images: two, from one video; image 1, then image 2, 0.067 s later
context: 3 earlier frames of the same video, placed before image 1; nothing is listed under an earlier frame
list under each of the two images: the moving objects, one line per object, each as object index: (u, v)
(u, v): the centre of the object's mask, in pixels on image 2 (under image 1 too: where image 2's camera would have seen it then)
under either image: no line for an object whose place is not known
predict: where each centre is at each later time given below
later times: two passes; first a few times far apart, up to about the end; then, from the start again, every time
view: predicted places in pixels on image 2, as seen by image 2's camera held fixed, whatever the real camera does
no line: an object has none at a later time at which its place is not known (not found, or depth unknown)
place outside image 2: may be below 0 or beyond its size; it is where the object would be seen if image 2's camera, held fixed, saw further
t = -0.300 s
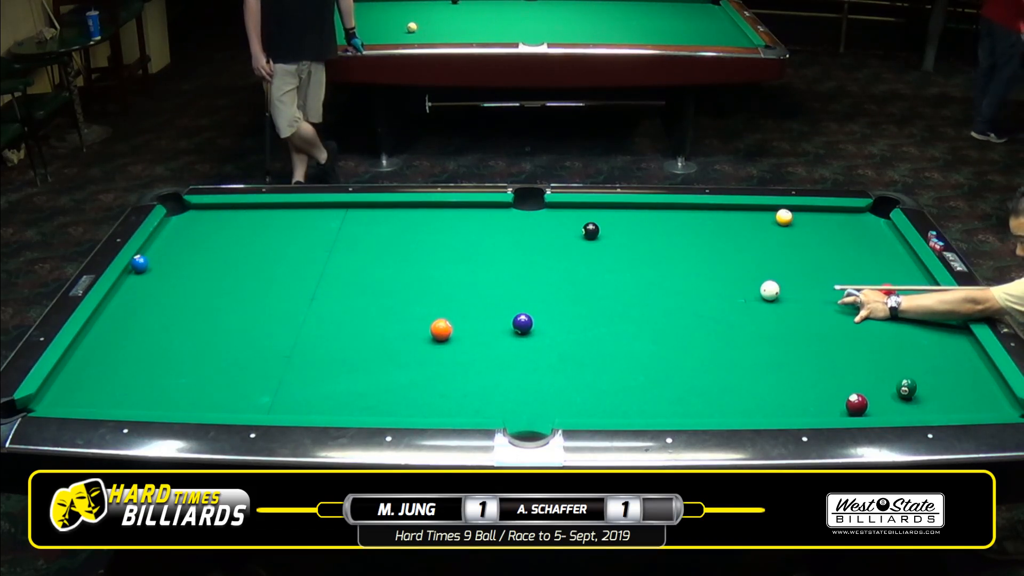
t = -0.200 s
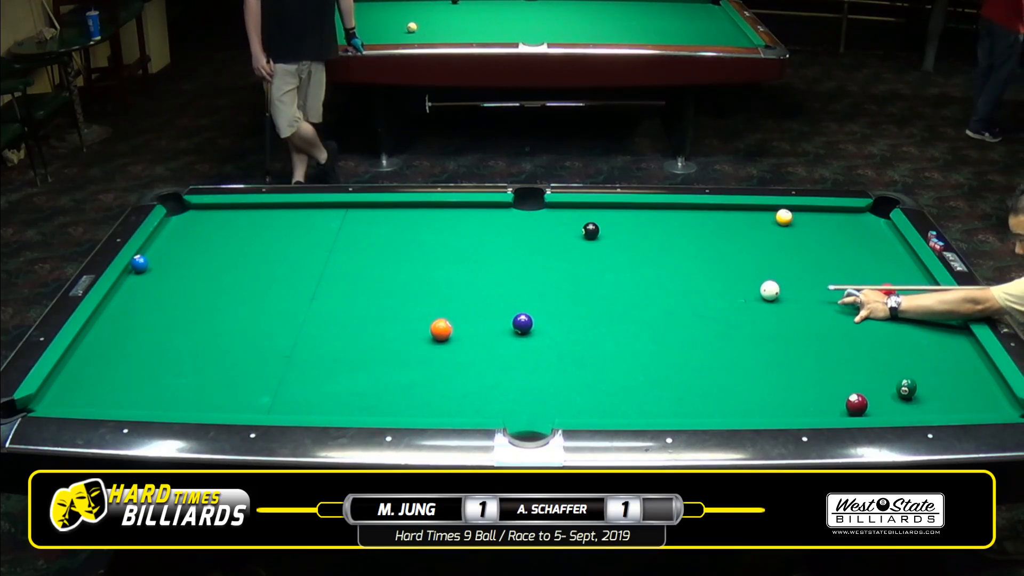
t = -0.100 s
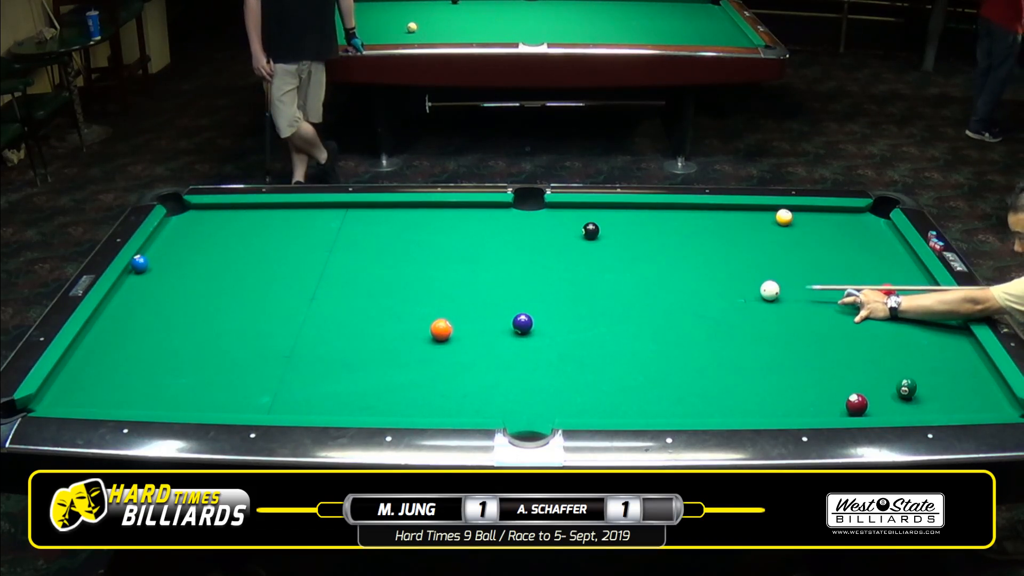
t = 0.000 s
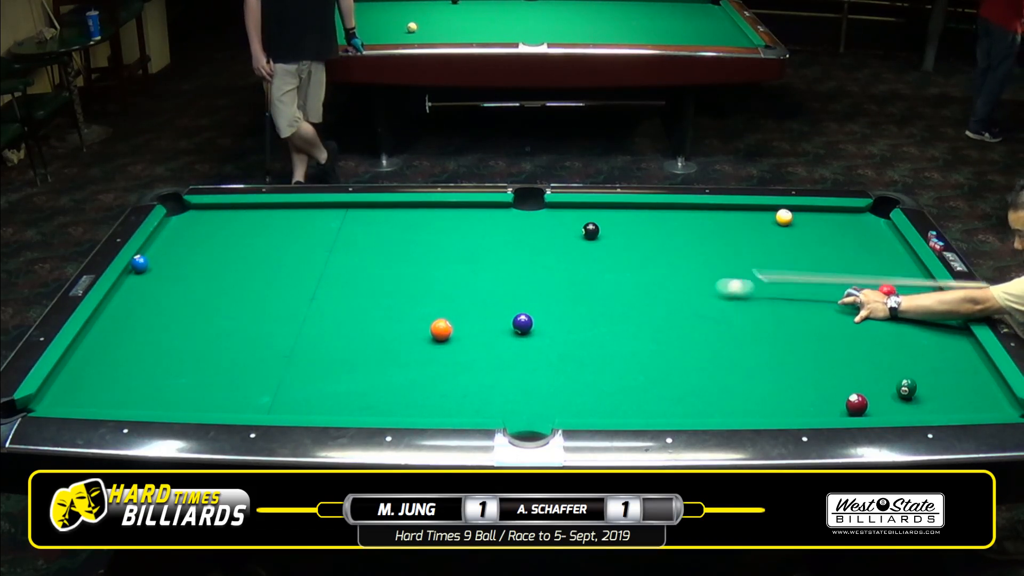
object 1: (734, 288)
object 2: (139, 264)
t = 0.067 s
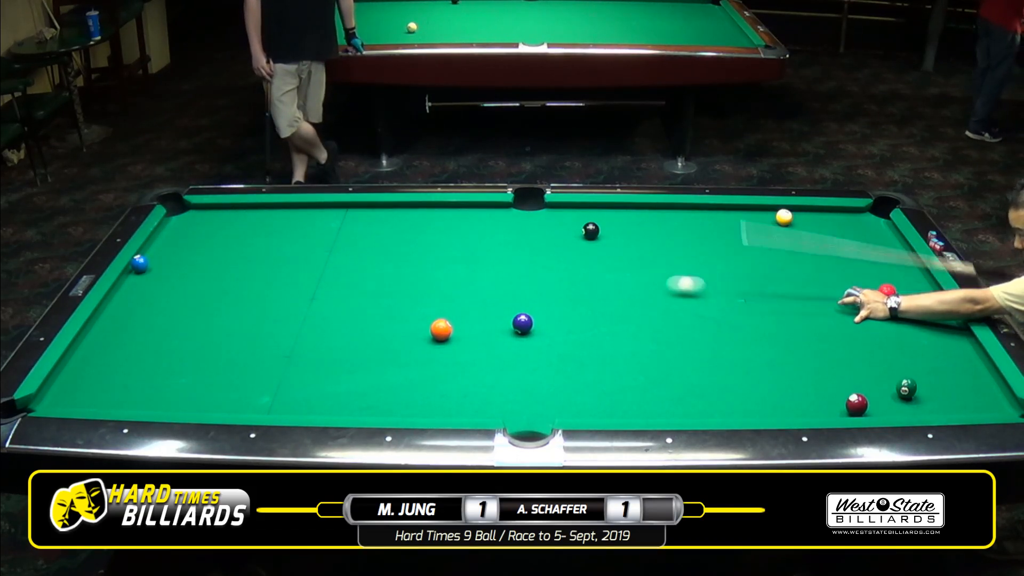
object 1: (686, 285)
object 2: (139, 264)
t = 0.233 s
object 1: (563, 279)
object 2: (139, 264)
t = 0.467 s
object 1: (398, 270)
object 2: (139, 264)
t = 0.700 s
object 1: (244, 262)
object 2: (139, 264)
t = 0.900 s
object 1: (148, 251)
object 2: (135, 268)
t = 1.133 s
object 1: (216, 233)
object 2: (150, 277)
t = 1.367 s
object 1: (274, 217)
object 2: (165, 287)
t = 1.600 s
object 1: (326, 208)
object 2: (180, 296)
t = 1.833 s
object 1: (366, 216)
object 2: (194, 305)
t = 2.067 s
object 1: (407, 225)
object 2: (208, 314)
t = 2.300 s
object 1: (448, 234)
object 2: (221, 323)
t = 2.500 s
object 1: (484, 242)
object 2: (233, 331)
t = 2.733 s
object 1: (525, 251)
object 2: (246, 339)
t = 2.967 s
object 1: (567, 261)
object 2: (258, 347)
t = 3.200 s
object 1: (608, 270)
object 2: (269, 354)
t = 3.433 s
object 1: (649, 280)
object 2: (279, 361)
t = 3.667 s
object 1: (690, 289)
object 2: (289, 368)
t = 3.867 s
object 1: (723, 296)
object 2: (297, 374)
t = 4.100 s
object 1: (762, 305)
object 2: (304, 380)
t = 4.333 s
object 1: (799, 314)
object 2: (311, 386)
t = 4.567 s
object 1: (836, 322)
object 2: (317, 390)
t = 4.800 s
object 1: (870, 330)
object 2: (322, 394)
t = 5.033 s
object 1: (903, 338)
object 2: (326, 398)
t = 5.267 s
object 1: (934, 345)
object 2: (328, 401)
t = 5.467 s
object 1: (959, 351)
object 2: (330, 402)
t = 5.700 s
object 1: (978, 358)
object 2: (331, 404)
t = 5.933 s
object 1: (966, 362)
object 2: (332, 404)
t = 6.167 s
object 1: (956, 366)
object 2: (332, 404)
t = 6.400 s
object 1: (947, 369)
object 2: (332, 404)
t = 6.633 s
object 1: (938, 372)
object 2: (332, 404)
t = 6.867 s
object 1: (930, 375)
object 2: (332, 404)
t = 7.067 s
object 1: (925, 377)
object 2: (332, 404)
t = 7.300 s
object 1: (921, 378)
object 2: (332, 404)
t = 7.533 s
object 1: (919, 379)
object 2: (332, 404)
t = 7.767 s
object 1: (919, 379)
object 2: (332, 404)
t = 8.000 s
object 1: (918, 379)
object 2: (332, 404)
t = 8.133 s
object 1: (919, 379)
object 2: (332, 404)
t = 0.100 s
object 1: (661, 284)
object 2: (139, 264)
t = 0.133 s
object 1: (636, 282)
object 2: (139, 264)
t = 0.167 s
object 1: (612, 281)
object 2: (139, 264)
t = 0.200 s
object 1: (588, 280)
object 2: (139, 264)
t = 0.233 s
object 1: (563, 279)
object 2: (139, 264)
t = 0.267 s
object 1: (540, 277)
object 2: (139, 264)
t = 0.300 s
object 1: (515, 276)
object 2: (139, 264)
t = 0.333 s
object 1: (492, 275)
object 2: (139, 264)
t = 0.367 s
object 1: (468, 274)
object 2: (139, 264)
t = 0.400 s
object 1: (445, 272)
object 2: (139, 264)
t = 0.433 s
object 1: (421, 271)
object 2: (139, 264)
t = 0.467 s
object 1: (398, 270)
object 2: (139, 264)
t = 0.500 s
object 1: (375, 269)
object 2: (139, 264)
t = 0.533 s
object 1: (353, 268)
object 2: (139, 264)
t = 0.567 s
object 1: (330, 267)
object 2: (139, 264)
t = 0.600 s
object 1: (308, 265)
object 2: (139, 264)
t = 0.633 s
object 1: (287, 264)
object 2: (139, 264)
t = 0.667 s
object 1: (265, 263)
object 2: (139, 264)
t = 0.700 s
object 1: (244, 262)
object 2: (139, 264)
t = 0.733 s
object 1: (223, 261)
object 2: (139, 264)
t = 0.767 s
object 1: (203, 260)
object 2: (139, 264)
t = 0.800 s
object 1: (184, 259)
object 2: (139, 264)
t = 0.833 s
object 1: (164, 258)
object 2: (139, 264)
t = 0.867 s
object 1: (150, 255)
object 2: (135, 266)
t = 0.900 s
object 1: (148, 251)
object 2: (135, 268)
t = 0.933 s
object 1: (159, 248)
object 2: (137, 269)
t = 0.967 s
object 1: (171, 245)
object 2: (140, 271)
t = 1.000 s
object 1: (181, 243)
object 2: (142, 272)
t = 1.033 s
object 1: (190, 240)
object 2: (144, 274)
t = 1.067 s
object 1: (199, 238)
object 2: (146, 275)
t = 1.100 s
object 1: (208, 235)
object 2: (148, 276)
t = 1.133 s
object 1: (216, 233)
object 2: (150, 277)
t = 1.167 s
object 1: (225, 231)
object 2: (152, 278)
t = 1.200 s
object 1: (233, 228)
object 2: (154, 280)
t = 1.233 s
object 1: (242, 226)
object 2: (156, 281)
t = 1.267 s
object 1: (250, 224)
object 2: (159, 283)
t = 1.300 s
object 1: (258, 222)
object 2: (161, 284)
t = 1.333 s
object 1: (267, 219)
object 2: (163, 286)
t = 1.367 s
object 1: (274, 217)
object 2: (165, 287)
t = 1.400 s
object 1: (283, 215)
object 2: (167, 288)
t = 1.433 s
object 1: (290, 213)
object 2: (169, 290)
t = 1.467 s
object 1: (298, 211)
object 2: (171, 291)
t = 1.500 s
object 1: (306, 209)
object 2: (173, 292)
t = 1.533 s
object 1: (314, 207)
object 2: (175, 294)
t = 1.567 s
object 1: (320, 207)
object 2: (177, 295)
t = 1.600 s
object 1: (326, 208)
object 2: (180, 296)
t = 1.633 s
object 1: (331, 209)
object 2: (181, 298)
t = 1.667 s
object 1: (337, 210)
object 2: (184, 299)
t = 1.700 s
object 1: (343, 211)
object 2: (186, 300)
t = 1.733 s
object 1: (349, 213)
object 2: (188, 301)
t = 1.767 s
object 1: (354, 214)
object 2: (190, 303)
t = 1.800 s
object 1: (360, 215)
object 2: (192, 304)
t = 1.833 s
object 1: (366, 216)
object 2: (194, 305)
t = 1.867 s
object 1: (372, 218)
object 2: (196, 306)
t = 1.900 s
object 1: (378, 219)
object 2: (198, 308)
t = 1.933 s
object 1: (383, 220)
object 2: (200, 309)
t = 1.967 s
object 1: (389, 221)
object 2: (202, 310)
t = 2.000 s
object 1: (395, 223)
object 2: (204, 312)
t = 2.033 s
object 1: (401, 224)
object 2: (206, 313)
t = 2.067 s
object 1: (407, 225)
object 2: (208, 314)
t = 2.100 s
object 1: (413, 226)
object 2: (210, 316)
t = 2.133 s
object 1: (419, 228)
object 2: (212, 317)
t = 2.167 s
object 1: (424, 229)
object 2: (214, 318)
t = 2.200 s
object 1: (430, 230)
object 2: (216, 319)
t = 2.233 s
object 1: (437, 232)
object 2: (218, 320)
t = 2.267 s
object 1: (442, 233)
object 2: (220, 322)
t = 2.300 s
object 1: (448, 234)
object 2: (221, 323)
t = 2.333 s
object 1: (454, 236)
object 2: (223, 324)
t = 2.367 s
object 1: (460, 237)
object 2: (225, 325)
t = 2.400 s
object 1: (466, 238)
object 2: (227, 326)
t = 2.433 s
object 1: (472, 240)
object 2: (229, 328)
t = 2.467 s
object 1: (478, 241)
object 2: (231, 329)
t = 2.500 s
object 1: (484, 242)
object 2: (233, 331)
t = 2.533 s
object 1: (489, 243)
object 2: (235, 332)
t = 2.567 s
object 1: (495, 245)
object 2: (236, 333)
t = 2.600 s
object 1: (501, 246)
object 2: (238, 334)
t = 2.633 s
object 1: (507, 247)
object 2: (240, 336)
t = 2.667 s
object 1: (513, 249)
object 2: (242, 337)
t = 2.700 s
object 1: (519, 250)
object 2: (244, 338)
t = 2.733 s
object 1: (525, 251)
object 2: (246, 339)
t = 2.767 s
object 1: (531, 253)
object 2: (247, 340)
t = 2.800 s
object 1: (537, 254)
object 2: (249, 341)
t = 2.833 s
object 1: (543, 256)
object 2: (251, 342)
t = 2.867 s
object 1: (549, 257)
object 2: (253, 343)
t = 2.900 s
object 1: (555, 258)
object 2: (254, 344)
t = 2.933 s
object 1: (561, 259)
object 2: (256, 346)
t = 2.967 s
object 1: (567, 261)
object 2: (258, 347)
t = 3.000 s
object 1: (572, 262)
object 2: (259, 348)
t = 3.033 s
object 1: (579, 264)
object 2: (261, 349)
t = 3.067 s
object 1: (584, 265)
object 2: (263, 350)
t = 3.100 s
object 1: (590, 266)
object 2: (264, 351)
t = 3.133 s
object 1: (596, 268)
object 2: (266, 352)
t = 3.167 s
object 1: (602, 269)
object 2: (267, 353)
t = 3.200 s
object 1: (608, 270)
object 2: (269, 354)
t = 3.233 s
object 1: (614, 272)
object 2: (270, 355)
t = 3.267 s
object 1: (620, 273)
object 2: (272, 356)
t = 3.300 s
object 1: (626, 274)
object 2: (273, 358)
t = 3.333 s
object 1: (632, 276)
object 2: (275, 359)
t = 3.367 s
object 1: (637, 277)
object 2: (277, 360)
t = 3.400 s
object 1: (643, 278)
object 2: (278, 361)
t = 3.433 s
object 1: (649, 280)
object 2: (279, 361)
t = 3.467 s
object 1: (655, 281)
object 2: (281, 362)
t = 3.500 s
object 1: (661, 282)
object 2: (283, 363)
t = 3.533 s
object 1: (667, 284)
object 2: (284, 364)
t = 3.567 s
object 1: (672, 285)
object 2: (285, 365)
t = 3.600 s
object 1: (678, 286)
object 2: (287, 366)
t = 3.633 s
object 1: (684, 288)
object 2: (288, 368)
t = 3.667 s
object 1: (690, 289)
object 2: (289, 368)
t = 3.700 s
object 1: (695, 290)
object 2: (291, 370)
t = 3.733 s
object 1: (701, 291)
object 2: (292, 371)
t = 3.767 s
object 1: (707, 293)
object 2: (293, 371)
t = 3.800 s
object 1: (712, 294)
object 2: (295, 372)
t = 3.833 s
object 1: (718, 295)
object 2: (296, 373)
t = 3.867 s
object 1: (723, 296)
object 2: (297, 374)
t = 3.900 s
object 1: (729, 298)
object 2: (298, 375)
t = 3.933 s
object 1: (735, 299)
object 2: (299, 376)
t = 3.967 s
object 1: (740, 300)
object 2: (300, 377)
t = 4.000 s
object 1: (746, 302)
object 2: (301, 377)
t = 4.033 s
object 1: (751, 303)
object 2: (302, 378)
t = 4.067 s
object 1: (756, 304)
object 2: (304, 379)
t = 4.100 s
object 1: (762, 305)
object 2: (304, 380)
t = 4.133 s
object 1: (767, 306)
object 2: (306, 381)
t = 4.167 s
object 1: (773, 308)
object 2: (307, 381)
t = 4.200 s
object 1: (778, 309)
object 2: (307, 383)
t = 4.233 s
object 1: (783, 310)
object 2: (308, 383)
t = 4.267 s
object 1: (789, 312)
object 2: (309, 384)
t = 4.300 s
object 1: (794, 313)
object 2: (310, 385)
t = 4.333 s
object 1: (799, 314)
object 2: (311, 386)
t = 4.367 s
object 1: (805, 315)
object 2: (312, 386)
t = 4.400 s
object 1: (810, 316)
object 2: (313, 387)
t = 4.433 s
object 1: (815, 318)
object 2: (314, 388)
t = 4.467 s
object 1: (820, 319)
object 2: (314, 389)
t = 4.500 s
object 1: (825, 320)
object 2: (315, 389)
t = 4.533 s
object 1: (830, 321)
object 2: (316, 390)
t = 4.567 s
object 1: (836, 322)
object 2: (317, 390)
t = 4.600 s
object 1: (840, 324)
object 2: (318, 391)
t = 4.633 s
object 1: (845, 325)
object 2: (318, 392)
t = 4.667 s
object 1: (850, 326)
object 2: (319, 392)
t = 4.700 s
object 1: (855, 327)
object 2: (320, 393)
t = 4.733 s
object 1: (860, 328)
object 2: (321, 393)
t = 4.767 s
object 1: (865, 329)
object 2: (321, 394)
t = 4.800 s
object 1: (870, 330)
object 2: (322, 394)
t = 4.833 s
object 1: (875, 332)
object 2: (322, 395)
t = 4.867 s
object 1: (880, 333)
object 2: (323, 396)
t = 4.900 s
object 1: (884, 334)
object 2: (323, 396)
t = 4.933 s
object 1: (889, 335)
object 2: (324, 397)
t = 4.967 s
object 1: (893, 336)
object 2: (325, 397)
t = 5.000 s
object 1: (898, 337)
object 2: (325, 398)
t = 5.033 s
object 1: (903, 338)
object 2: (326, 398)
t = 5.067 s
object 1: (907, 339)
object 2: (326, 399)
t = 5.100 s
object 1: (912, 340)
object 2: (326, 399)
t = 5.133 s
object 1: (916, 341)
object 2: (327, 400)
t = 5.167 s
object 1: (921, 342)
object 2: (327, 400)
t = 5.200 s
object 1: (925, 343)
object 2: (328, 401)
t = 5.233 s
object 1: (929, 344)
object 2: (328, 401)
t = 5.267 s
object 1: (934, 345)
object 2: (328, 401)
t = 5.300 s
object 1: (938, 346)
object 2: (329, 402)
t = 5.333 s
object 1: (942, 347)
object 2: (329, 402)
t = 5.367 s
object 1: (946, 348)
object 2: (329, 402)
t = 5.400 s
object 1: (951, 349)
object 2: (330, 402)
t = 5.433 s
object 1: (955, 350)
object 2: (330, 402)
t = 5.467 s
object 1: (959, 351)
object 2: (330, 402)
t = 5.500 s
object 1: (963, 352)
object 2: (330, 403)
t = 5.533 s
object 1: (967, 353)
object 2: (330, 403)
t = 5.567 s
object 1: (971, 354)
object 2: (330, 403)
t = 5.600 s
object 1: (975, 355)
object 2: (331, 403)
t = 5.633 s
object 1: (979, 356)
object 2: (331, 403)
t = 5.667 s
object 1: (980, 357)
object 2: (331, 404)
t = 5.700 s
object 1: (978, 358)
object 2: (331, 404)
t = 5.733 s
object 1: (976, 358)
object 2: (331, 404)
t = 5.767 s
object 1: (974, 359)
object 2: (331, 404)
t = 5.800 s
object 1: (973, 359)
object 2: (331, 404)
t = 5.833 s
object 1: (971, 360)
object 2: (331, 404)
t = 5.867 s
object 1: (969, 361)
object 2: (331, 404)
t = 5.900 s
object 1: (968, 361)
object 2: (332, 404)
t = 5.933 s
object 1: (966, 362)
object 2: (332, 404)
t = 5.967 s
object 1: (965, 362)
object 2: (332, 404)
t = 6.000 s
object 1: (963, 363)
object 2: (332, 404)
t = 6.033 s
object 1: (962, 364)
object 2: (332, 404)
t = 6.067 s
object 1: (960, 364)
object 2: (332, 404)
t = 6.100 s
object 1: (959, 364)
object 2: (332, 404)
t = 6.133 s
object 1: (957, 365)
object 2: (332, 404)
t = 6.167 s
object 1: (956, 366)
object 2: (332, 404)
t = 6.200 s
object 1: (954, 366)
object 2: (332, 404)
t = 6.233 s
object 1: (953, 367)
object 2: (332, 404)
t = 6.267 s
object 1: (952, 367)
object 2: (332, 404)
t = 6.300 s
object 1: (950, 368)
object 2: (332, 404)
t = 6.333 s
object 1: (949, 368)
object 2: (332, 404)
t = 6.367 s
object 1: (948, 369)
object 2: (332, 404)
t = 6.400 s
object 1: (947, 369)
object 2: (332, 404)
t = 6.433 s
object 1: (945, 369)
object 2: (332, 404)
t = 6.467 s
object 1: (944, 370)
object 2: (332, 404)
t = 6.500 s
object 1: (943, 370)
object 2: (332, 404)
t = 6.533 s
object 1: (941, 371)
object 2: (332, 404)
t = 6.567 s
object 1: (940, 371)
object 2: (332, 404)
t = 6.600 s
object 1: (939, 372)
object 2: (332, 404)
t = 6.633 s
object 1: (938, 372)
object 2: (332, 404)
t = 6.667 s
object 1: (937, 372)
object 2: (332, 404)
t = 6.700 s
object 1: (935, 373)
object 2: (332, 404)
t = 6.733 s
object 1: (934, 373)
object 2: (332, 404)
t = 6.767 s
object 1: (933, 374)
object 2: (332, 404)
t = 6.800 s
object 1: (932, 374)
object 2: (332, 404)
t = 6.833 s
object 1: (932, 375)
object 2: (332, 404)
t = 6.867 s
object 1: (930, 375)
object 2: (332, 404)
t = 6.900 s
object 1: (929, 376)
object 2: (332, 404)
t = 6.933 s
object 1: (929, 376)
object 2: (332, 404)
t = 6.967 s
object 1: (928, 376)
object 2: (332, 404)
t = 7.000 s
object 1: (927, 376)
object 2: (332, 404)
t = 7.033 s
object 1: (926, 376)
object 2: (332, 404)
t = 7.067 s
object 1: (925, 377)
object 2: (332, 404)
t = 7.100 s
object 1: (925, 377)
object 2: (332, 404)
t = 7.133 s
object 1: (924, 377)
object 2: (332, 404)
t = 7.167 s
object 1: (923, 377)
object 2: (332, 404)
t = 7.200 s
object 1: (923, 378)
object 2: (332, 404)
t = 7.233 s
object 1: (922, 378)
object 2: (332, 404)
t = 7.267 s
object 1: (922, 378)
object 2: (332, 404)
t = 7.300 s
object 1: (921, 378)
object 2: (332, 404)
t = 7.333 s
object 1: (921, 378)
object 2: (332, 404)
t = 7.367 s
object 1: (920, 378)
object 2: (332, 404)
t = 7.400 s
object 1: (920, 379)
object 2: (332, 404)
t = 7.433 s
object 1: (919, 379)
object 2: (332, 404)
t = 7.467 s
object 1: (919, 379)
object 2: (332, 404)
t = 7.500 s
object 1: (919, 379)
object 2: (332, 404)
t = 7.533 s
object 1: (919, 379)
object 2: (332, 404)
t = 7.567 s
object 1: (919, 378)
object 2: (332, 404)
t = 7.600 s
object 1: (919, 379)
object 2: (332, 404)
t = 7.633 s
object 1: (919, 378)
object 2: (332, 404)
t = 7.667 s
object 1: (919, 378)
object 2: (332, 404)
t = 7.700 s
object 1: (919, 379)
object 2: (332, 404)
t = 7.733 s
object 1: (918, 379)
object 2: (332, 404)
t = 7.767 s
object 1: (919, 379)
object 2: (332, 404)
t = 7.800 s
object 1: (919, 379)
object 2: (332, 404)
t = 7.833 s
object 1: (918, 379)
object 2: (332, 404)
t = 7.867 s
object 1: (919, 379)
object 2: (332, 404)
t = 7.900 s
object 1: (919, 379)
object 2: (332, 404)
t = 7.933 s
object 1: (918, 379)
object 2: (332, 404)
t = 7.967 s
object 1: (918, 379)
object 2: (332, 404)
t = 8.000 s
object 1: (918, 379)
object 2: (332, 404)
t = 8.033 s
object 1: (918, 379)
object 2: (332, 404)
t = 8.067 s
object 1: (918, 379)
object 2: (332, 404)
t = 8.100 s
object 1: (919, 379)
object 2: (332, 404)
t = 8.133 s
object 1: (919, 379)
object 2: (332, 404)
